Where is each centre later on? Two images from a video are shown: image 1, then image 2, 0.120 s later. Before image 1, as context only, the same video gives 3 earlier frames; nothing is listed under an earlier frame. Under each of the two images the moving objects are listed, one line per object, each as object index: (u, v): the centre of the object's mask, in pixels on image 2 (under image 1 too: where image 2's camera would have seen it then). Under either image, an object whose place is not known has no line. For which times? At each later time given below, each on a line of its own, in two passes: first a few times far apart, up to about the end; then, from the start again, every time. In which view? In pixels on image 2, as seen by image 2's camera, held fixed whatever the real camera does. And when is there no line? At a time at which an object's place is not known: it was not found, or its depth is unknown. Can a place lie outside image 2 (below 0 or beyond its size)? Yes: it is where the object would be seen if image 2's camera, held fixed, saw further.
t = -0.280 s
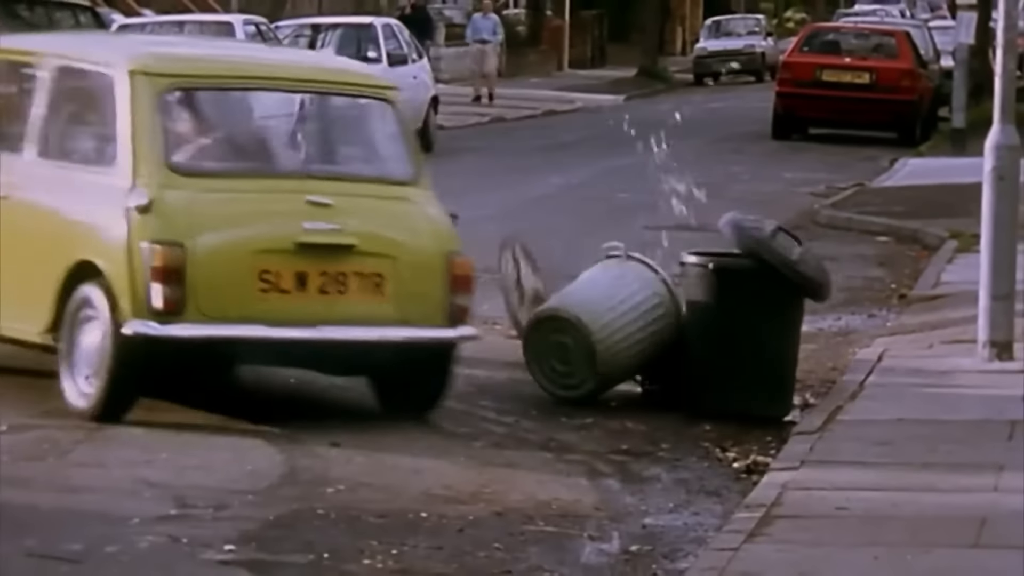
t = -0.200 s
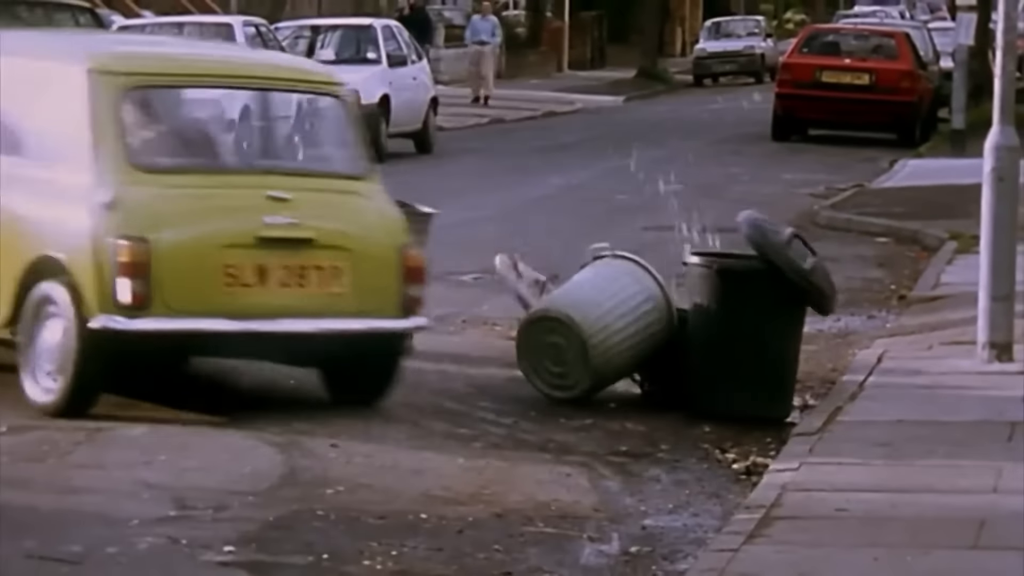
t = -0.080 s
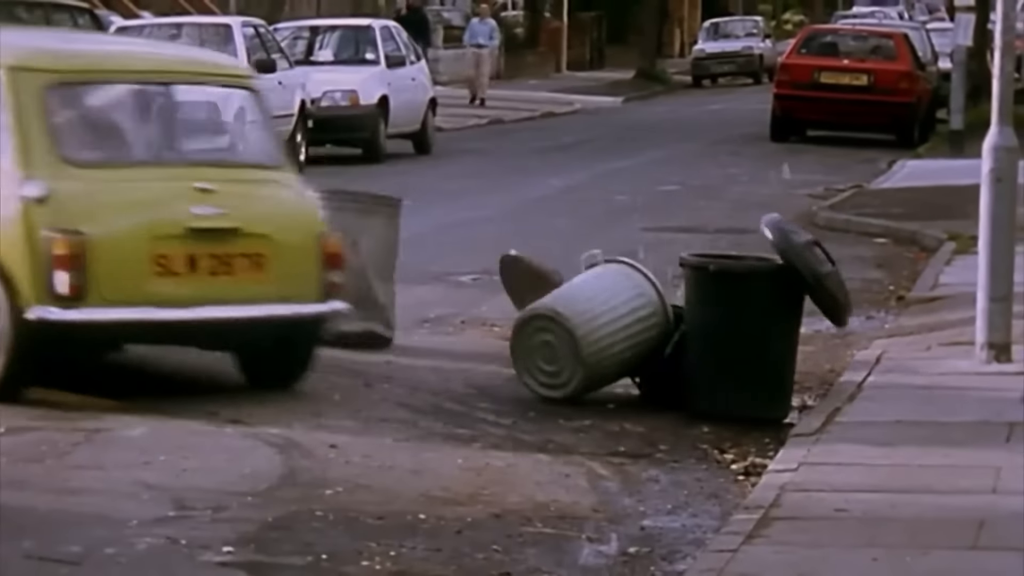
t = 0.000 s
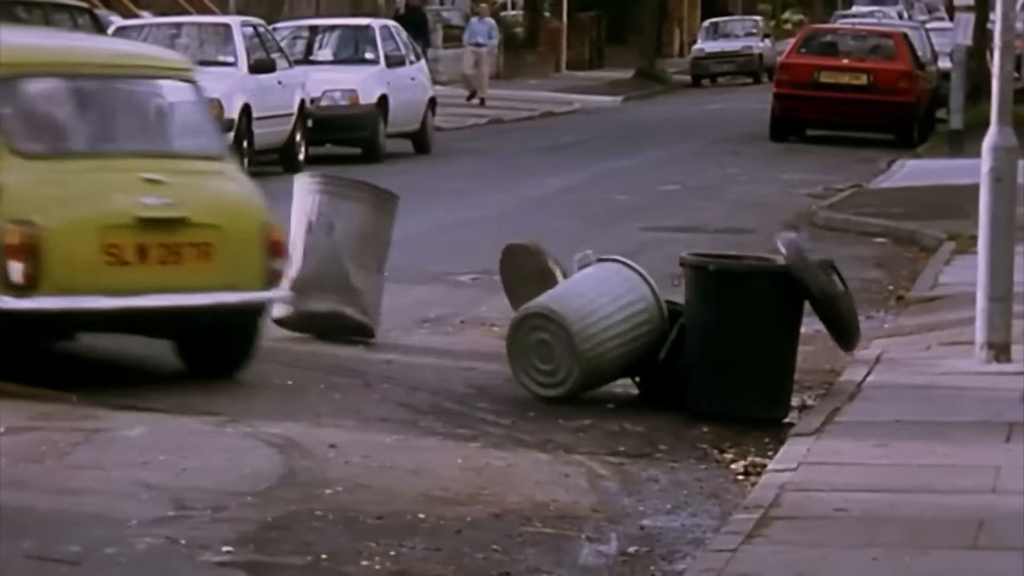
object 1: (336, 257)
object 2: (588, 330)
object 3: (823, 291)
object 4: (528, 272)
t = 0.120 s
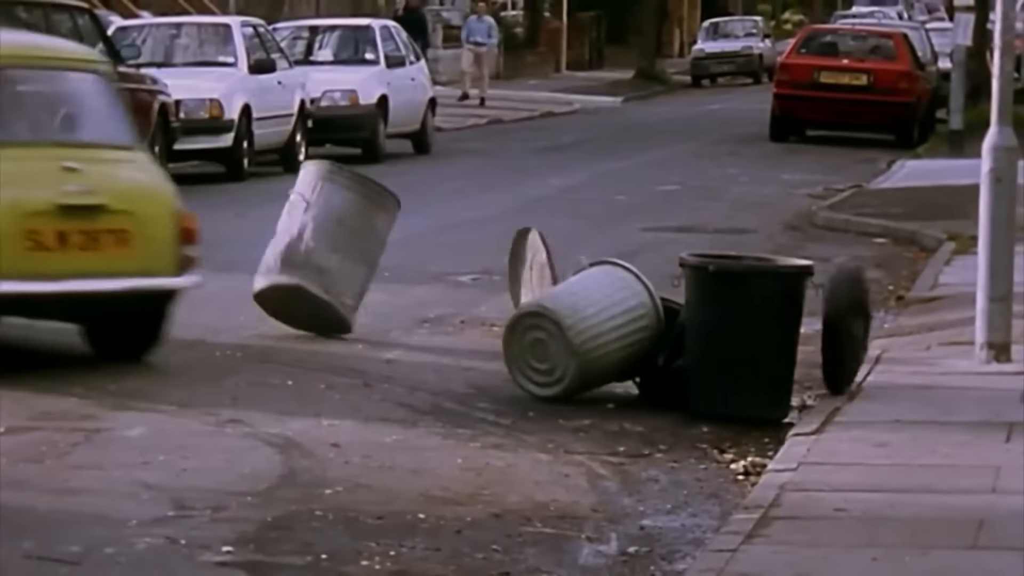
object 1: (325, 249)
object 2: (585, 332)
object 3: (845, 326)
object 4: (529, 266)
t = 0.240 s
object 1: (321, 245)
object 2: (581, 333)
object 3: (875, 326)
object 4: (529, 265)
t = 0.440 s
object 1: (318, 245)
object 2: (575, 338)
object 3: (920, 357)
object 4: (514, 263)
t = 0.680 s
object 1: (296, 246)
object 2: (566, 336)
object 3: (901, 352)
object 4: (499, 275)
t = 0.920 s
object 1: (251, 243)
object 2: (563, 335)
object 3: (917, 366)
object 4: (473, 259)
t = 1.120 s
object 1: (213, 251)
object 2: (564, 336)
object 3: (909, 362)
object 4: (435, 269)
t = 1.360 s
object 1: (185, 262)
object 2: (566, 336)
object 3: (915, 359)
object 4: (418, 255)
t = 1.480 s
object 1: (181, 266)
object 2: (566, 335)
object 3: (908, 371)
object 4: (422, 251)
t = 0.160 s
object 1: (324, 247)
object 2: (584, 332)
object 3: (854, 323)
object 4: (530, 265)
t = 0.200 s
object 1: (322, 246)
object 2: (583, 333)
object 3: (864, 323)
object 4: (534, 267)
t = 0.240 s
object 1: (321, 245)
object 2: (581, 333)
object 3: (875, 326)
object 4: (529, 265)
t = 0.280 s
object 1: (320, 243)
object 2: (580, 334)
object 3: (887, 335)
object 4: (525, 263)
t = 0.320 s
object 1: (319, 243)
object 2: (579, 335)
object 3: (899, 343)
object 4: (520, 263)
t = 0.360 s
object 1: (319, 243)
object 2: (578, 337)
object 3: (909, 350)
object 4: (518, 262)
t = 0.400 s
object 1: (319, 244)
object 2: (576, 338)
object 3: (917, 362)
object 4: (516, 262)
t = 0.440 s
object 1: (318, 245)
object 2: (575, 338)
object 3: (920, 357)
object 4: (514, 263)
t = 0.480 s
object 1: (316, 245)
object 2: (573, 337)
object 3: (918, 352)
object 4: (512, 266)
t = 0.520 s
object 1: (314, 246)
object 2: (572, 337)
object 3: (915, 348)
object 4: (512, 269)
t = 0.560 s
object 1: (311, 246)
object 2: (570, 337)
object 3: (910, 347)
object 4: (512, 271)
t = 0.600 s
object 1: (307, 246)
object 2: (569, 337)
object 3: (906, 347)
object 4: (508, 272)
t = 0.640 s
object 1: (302, 246)
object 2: (567, 336)
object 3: (903, 349)
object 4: (499, 275)
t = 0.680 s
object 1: (296, 246)
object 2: (566, 336)
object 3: (901, 352)
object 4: (499, 275)
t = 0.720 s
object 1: (288, 247)
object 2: (565, 336)
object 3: (901, 358)
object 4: (498, 273)
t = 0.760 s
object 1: (280, 246)
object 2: (564, 336)
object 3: (903, 359)
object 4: (495, 271)
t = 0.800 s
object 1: (270, 245)
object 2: (563, 336)
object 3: (906, 357)
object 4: (491, 268)
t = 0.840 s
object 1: (262, 244)
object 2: (563, 335)
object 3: (911, 356)
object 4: (486, 264)
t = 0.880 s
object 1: (256, 243)
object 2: (563, 335)
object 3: (916, 360)
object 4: (480, 261)
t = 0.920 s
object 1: (251, 243)
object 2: (563, 335)
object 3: (917, 366)
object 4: (473, 259)
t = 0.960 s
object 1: (244, 243)
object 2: (563, 335)
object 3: (918, 362)
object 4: (466, 259)
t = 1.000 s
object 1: (236, 243)
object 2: (563, 335)
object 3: (917, 360)
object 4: (459, 259)
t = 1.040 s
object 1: (228, 244)
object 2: (563, 335)
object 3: (914, 360)
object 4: (452, 261)
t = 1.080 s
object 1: (220, 247)
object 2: (563, 335)
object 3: (911, 360)
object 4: (444, 264)
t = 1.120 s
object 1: (213, 251)
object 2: (564, 336)
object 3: (909, 362)
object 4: (435, 269)
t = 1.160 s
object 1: (206, 255)
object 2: (565, 336)
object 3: (909, 366)
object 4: (431, 277)
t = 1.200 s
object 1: (198, 261)
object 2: (565, 335)
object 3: (909, 370)
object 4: (424, 277)
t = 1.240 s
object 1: (192, 271)
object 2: (566, 336)
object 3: (912, 365)
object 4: (425, 268)
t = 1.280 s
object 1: (189, 269)
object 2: (566, 336)
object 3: (914, 361)
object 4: (420, 261)
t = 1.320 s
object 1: (187, 265)
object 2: (566, 336)
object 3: (915, 359)
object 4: (418, 258)
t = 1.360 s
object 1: (185, 262)
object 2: (566, 336)
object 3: (915, 359)
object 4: (418, 255)
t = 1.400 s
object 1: (184, 262)
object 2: (566, 336)
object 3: (915, 363)
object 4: (419, 254)
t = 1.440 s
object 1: (182, 264)
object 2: (566, 336)
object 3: (912, 370)
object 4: (420, 252)
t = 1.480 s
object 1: (181, 266)
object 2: (566, 335)
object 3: (908, 371)
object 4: (422, 251)
